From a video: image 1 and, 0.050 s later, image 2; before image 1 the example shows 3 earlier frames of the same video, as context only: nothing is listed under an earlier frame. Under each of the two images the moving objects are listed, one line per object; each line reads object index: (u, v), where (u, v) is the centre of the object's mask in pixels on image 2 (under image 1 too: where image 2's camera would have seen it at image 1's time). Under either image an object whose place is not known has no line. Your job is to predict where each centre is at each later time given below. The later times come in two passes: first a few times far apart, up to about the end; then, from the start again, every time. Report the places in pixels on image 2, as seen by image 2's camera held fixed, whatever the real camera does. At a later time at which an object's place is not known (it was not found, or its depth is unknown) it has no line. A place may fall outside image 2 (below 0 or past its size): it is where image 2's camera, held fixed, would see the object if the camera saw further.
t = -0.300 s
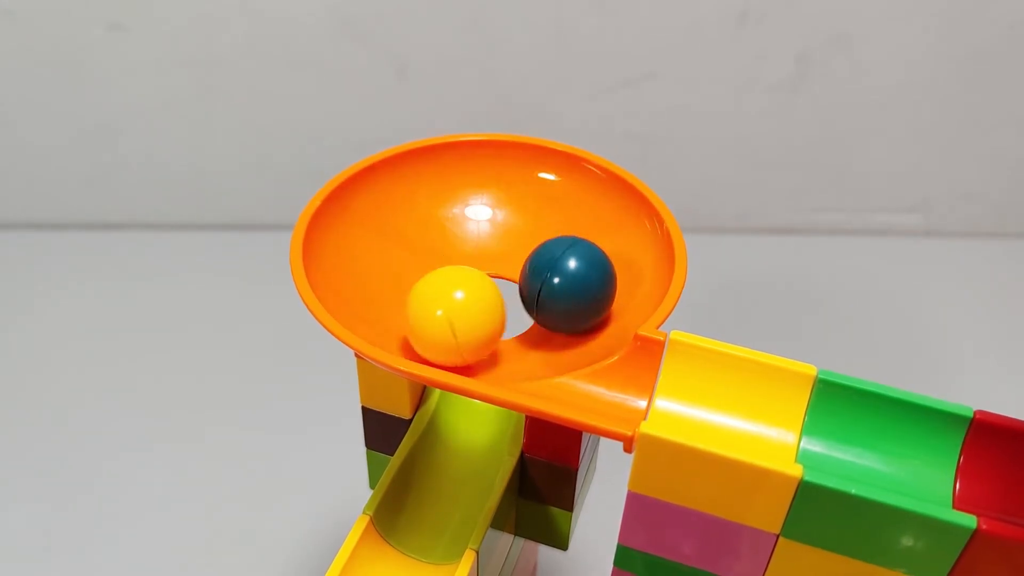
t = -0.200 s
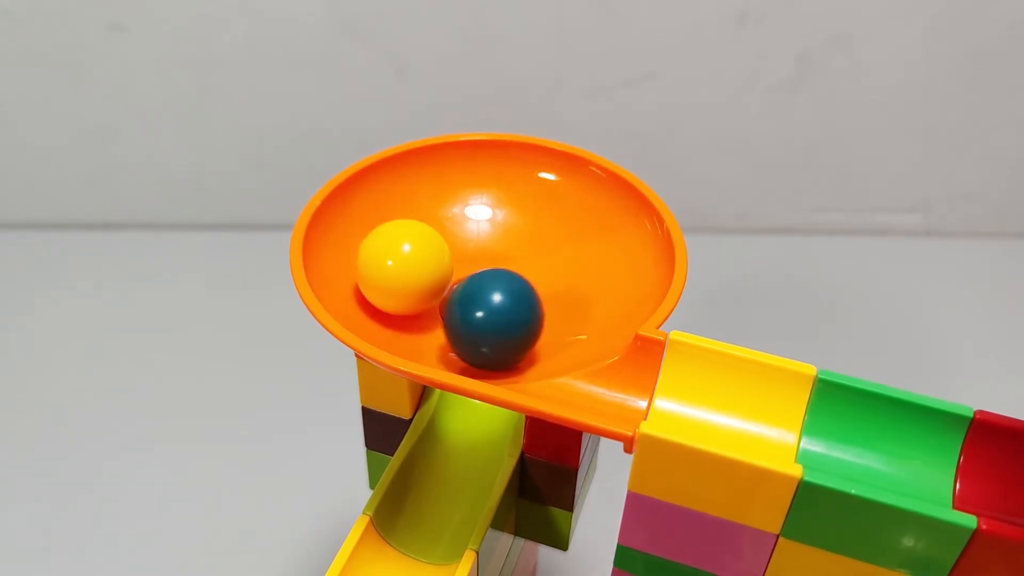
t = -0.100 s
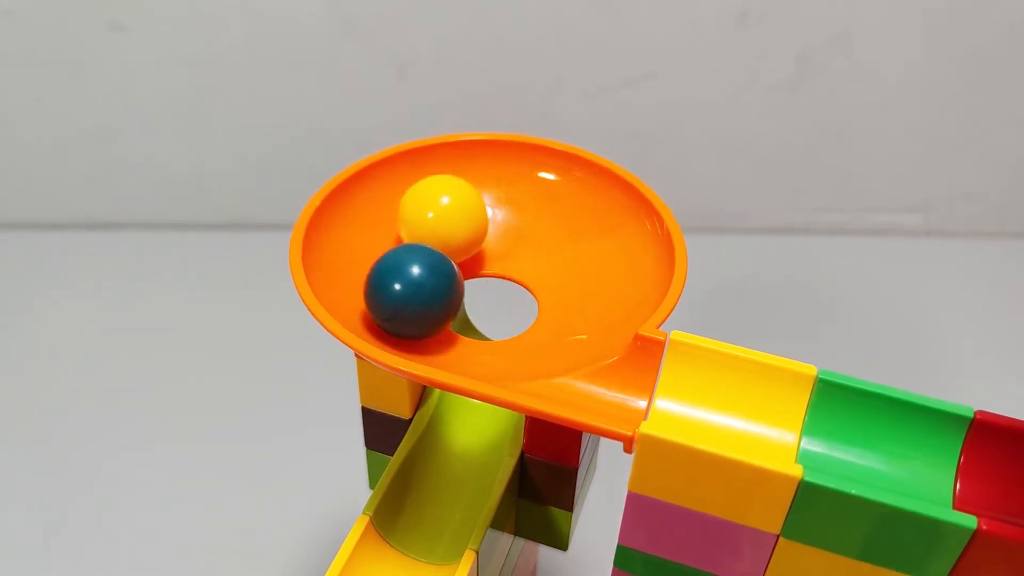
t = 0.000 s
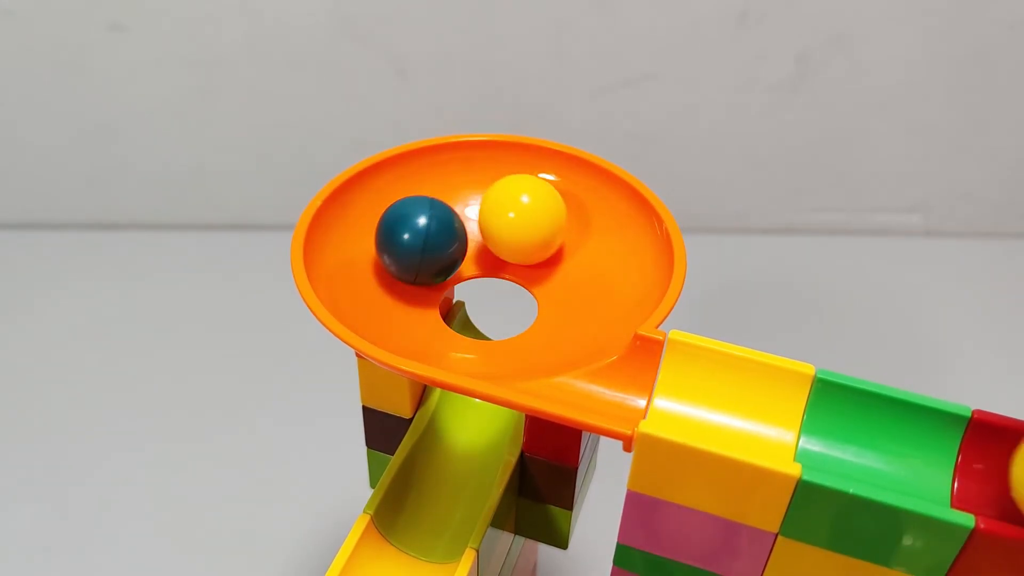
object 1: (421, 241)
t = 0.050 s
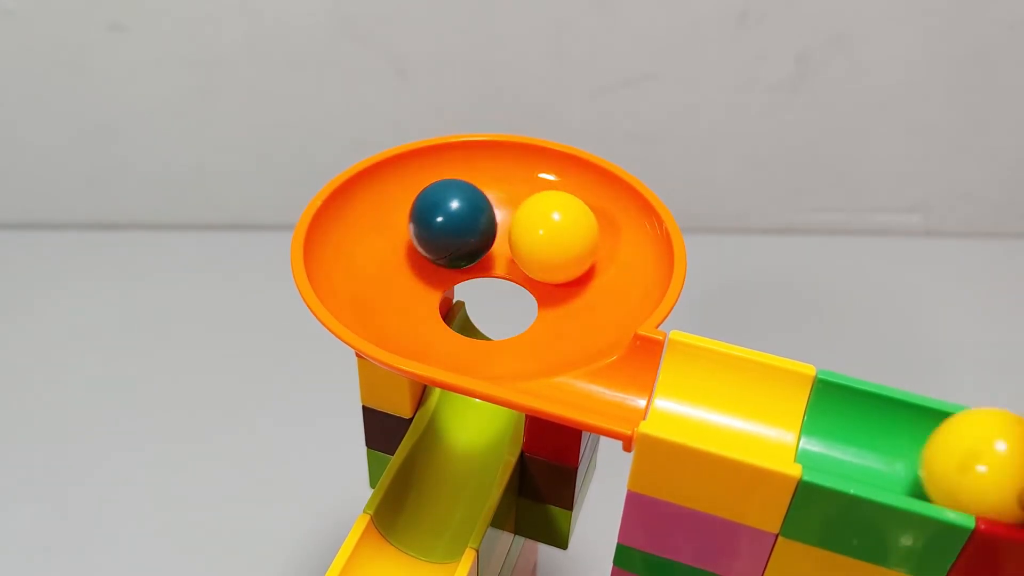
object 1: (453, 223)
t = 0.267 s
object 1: (565, 283)
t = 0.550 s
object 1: (484, 310)
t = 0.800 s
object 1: (375, 571)
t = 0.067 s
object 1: (466, 220)
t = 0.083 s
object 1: (479, 219)
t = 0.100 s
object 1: (492, 219)
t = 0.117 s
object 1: (505, 219)
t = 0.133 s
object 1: (518, 220)
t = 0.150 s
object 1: (531, 221)
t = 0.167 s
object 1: (544, 225)
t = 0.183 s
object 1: (555, 232)
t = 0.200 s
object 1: (564, 242)
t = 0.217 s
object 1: (569, 252)
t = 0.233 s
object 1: (570, 263)
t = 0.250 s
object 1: (569, 274)
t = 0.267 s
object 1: (565, 283)
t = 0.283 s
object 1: (559, 290)
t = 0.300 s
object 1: (548, 293)
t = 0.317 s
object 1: (534, 294)
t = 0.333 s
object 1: (518, 293)
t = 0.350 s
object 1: (504, 291)
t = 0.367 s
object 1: (494, 287)
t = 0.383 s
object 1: (484, 282)
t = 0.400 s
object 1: (476, 276)
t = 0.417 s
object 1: (471, 271)
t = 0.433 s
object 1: (472, 266)
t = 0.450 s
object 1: (481, 264)
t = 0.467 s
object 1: (500, 269)
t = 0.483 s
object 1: (507, 277)
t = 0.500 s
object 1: (503, 284)
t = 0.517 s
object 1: (496, 295)
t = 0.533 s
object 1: (488, 303)
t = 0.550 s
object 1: (484, 310)
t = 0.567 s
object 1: (488, 322)
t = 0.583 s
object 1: (487, 330)
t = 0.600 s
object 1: (476, 409)
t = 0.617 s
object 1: (475, 412)
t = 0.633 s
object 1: (473, 419)
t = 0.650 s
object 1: (466, 426)
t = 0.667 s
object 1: (461, 438)
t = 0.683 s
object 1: (455, 458)
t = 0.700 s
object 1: (445, 480)
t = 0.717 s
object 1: (431, 505)
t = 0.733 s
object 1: (422, 523)
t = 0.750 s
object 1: (413, 538)
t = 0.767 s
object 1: (400, 550)
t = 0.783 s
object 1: (387, 560)
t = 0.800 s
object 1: (375, 571)
